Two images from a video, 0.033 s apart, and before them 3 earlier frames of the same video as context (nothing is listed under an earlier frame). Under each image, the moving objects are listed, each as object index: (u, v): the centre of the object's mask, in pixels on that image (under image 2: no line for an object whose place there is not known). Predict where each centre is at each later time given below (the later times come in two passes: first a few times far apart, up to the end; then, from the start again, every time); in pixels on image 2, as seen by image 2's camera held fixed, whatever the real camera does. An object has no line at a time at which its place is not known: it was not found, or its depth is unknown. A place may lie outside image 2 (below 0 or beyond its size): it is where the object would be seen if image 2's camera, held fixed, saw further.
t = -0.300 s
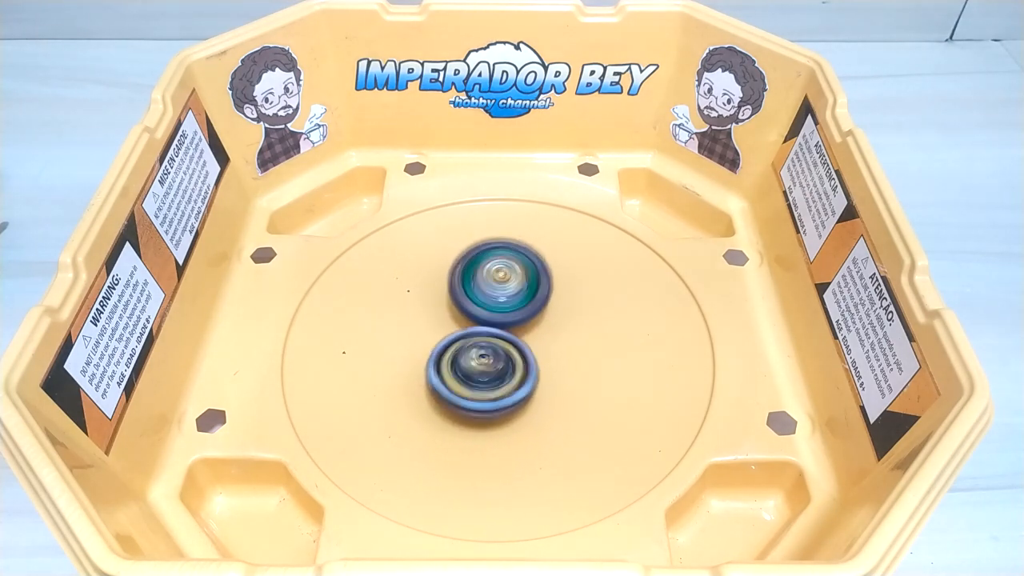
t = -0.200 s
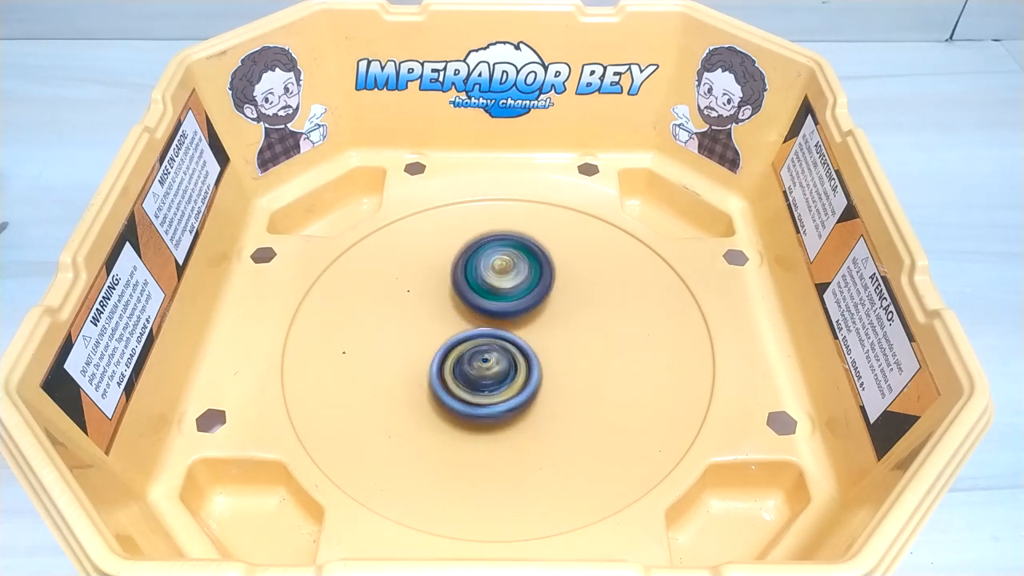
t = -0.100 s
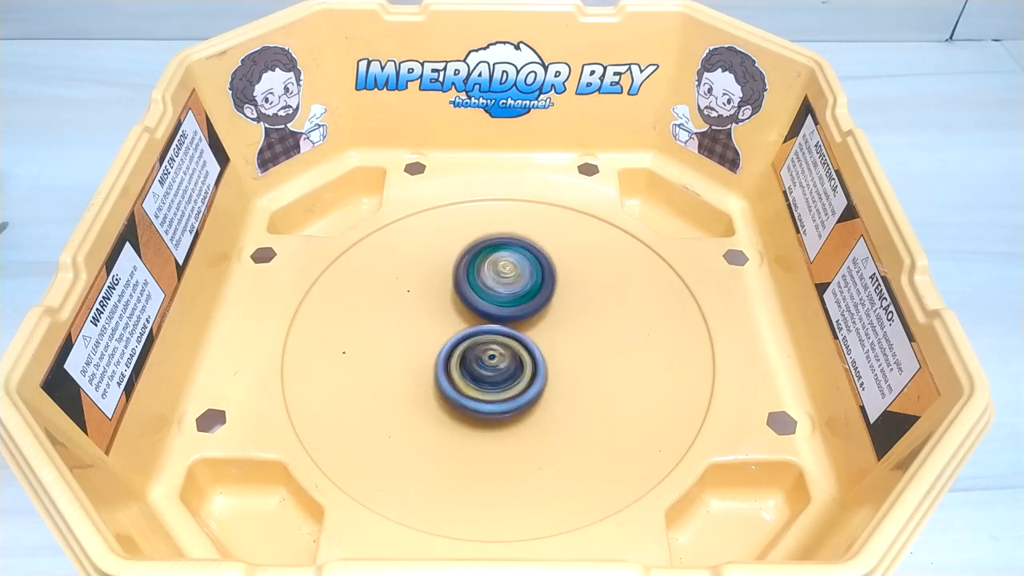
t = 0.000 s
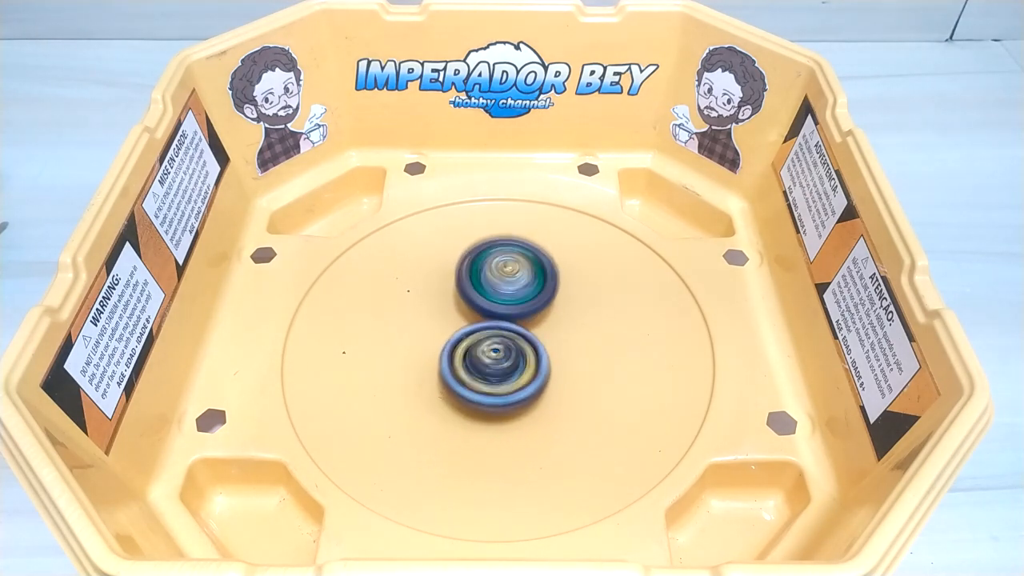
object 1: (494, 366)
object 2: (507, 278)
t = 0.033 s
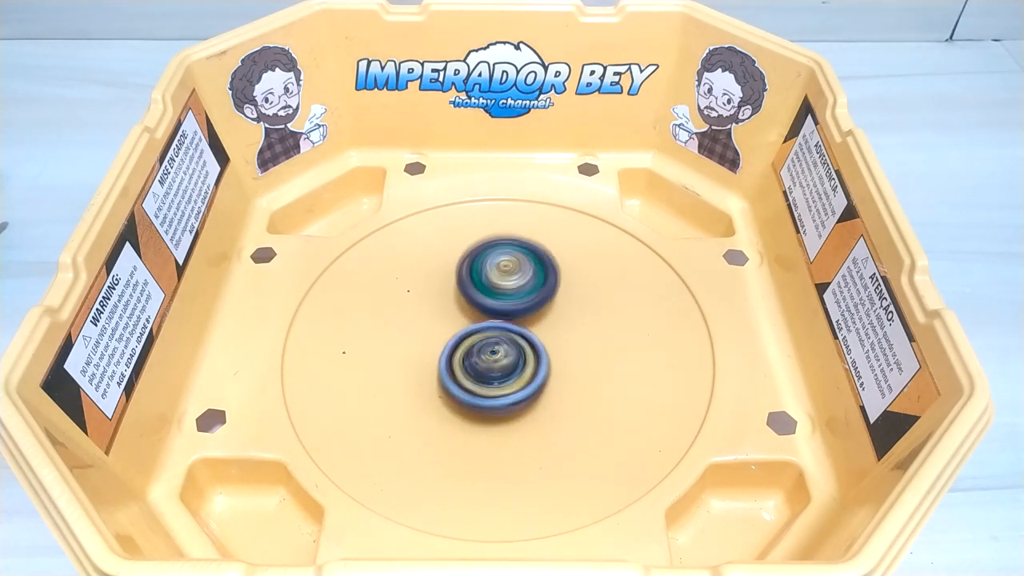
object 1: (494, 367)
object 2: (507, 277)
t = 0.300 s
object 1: (493, 369)
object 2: (511, 275)
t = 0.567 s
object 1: (496, 370)
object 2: (517, 281)
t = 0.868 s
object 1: (491, 369)
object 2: (518, 282)
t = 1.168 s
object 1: (479, 367)
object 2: (524, 286)
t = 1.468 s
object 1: (456, 372)
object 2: (526, 289)
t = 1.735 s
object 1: (458, 360)
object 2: (534, 287)
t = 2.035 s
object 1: (454, 358)
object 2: (536, 291)
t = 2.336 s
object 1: (449, 366)
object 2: (545, 295)
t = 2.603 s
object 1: (464, 356)
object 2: (546, 297)
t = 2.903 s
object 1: (425, 370)
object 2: (552, 295)
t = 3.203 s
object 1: (434, 361)
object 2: (540, 312)
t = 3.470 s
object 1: (447, 348)
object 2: (547, 307)
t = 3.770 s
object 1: (387, 355)
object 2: (564, 291)
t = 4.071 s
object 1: (396, 345)
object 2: (509, 308)
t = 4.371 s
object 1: (429, 366)
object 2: (512, 307)
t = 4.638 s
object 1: (451, 392)
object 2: (514, 309)
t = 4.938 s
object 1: (468, 406)
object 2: (527, 315)
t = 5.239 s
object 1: (487, 394)
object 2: (552, 303)
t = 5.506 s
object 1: (491, 377)
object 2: (552, 295)
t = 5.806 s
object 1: (477, 378)
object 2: (531, 293)
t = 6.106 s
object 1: (448, 382)
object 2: (527, 292)
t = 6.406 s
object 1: (469, 377)
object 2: (528, 295)
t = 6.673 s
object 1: (503, 383)
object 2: (535, 293)
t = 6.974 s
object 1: (496, 390)
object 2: (525, 301)
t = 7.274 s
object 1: (488, 382)
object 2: (509, 291)
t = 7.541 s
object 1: (506, 397)
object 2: (487, 289)
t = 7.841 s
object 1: (523, 402)
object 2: (470, 298)
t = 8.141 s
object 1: (523, 381)
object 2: (480, 303)
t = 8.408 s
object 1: (503, 392)
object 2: (484, 301)
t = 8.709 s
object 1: (502, 392)
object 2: (482, 305)
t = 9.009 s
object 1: (502, 391)
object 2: (474, 307)
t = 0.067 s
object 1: (494, 368)
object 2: (508, 274)
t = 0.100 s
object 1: (493, 368)
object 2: (507, 273)
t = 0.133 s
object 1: (494, 369)
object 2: (508, 275)
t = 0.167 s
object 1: (494, 368)
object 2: (508, 277)
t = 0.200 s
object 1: (494, 368)
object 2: (510, 278)
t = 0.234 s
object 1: (494, 366)
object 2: (510, 278)
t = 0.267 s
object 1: (493, 367)
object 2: (511, 277)
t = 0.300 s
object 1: (493, 369)
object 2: (511, 275)
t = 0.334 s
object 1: (492, 371)
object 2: (510, 275)
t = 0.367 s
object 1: (493, 373)
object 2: (510, 276)
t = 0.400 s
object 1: (493, 373)
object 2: (511, 277)
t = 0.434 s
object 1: (494, 373)
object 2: (513, 279)
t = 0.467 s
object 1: (495, 372)
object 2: (514, 280)
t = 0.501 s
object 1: (496, 372)
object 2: (515, 281)
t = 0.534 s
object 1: (496, 370)
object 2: (516, 282)
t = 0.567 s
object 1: (496, 370)
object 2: (517, 281)
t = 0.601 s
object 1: (495, 372)
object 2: (518, 277)
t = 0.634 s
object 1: (494, 373)
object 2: (517, 275)
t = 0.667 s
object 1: (495, 373)
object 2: (516, 276)
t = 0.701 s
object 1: (494, 372)
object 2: (516, 278)
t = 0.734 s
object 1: (495, 372)
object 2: (516, 280)
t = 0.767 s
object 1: (494, 370)
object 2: (517, 282)
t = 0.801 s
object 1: (494, 370)
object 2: (518, 282)
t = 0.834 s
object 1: (492, 369)
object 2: (519, 282)
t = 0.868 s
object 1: (491, 369)
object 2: (518, 282)
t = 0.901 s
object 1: (489, 370)
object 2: (519, 282)
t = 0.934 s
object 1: (487, 371)
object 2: (519, 281)
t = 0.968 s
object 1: (485, 371)
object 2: (520, 282)
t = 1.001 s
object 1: (484, 372)
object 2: (520, 283)
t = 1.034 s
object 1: (483, 371)
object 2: (521, 283)
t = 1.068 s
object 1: (481, 371)
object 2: (522, 285)
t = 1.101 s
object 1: (481, 370)
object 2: (522, 286)
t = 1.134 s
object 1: (480, 368)
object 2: (523, 286)
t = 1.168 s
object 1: (479, 367)
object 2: (524, 286)
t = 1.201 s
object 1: (476, 365)
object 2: (523, 286)
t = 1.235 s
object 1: (474, 366)
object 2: (524, 285)
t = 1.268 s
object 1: (468, 369)
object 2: (524, 283)
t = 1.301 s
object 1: (464, 370)
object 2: (523, 283)
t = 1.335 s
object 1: (462, 372)
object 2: (523, 284)
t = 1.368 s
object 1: (459, 373)
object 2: (524, 286)
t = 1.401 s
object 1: (457, 373)
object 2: (525, 287)
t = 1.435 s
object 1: (456, 373)
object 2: (525, 288)
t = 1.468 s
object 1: (456, 372)
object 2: (526, 289)
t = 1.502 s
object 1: (456, 371)
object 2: (527, 290)
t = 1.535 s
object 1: (456, 370)
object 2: (527, 291)
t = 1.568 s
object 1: (457, 367)
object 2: (528, 292)
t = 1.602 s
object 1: (459, 365)
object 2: (529, 293)
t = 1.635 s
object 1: (460, 362)
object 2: (529, 294)
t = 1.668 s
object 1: (459, 361)
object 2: (532, 291)
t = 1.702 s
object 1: (458, 361)
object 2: (535, 288)
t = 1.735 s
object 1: (458, 360)
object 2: (534, 287)
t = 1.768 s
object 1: (458, 359)
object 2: (533, 289)
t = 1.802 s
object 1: (459, 357)
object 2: (534, 290)
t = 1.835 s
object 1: (459, 356)
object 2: (534, 291)
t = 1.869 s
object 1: (457, 357)
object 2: (538, 288)
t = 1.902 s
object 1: (454, 358)
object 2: (540, 287)
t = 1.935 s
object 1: (453, 358)
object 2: (539, 286)
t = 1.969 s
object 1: (453, 358)
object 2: (538, 288)
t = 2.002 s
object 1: (453, 358)
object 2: (536, 289)
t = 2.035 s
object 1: (454, 358)
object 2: (536, 291)
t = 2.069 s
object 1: (455, 357)
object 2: (536, 292)
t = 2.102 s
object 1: (456, 357)
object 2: (537, 293)
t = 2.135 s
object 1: (453, 359)
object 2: (541, 291)
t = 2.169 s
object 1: (449, 362)
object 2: (545, 289)
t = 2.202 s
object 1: (448, 363)
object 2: (545, 288)
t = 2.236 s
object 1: (447, 364)
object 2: (544, 290)
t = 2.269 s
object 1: (447, 366)
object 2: (544, 292)
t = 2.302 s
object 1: (448, 366)
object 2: (544, 294)
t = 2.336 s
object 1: (449, 366)
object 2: (545, 295)
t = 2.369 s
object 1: (451, 365)
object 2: (544, 297)
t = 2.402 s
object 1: (454, 364)
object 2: (544, 299)
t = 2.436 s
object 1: (457, 363)
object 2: (544, 300)
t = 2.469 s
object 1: (461, 361)
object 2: (544, 302)
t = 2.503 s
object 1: (463, 360)
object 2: (545, 301)
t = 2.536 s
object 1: (465, 358)
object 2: (545, 300)
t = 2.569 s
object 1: (464, 357)
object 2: (546, 298)
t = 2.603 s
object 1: (464, 356)
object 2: (546, 297)
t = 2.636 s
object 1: (461, 356)
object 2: (546, 297)
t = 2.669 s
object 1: (453, 360)
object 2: (554, 291)
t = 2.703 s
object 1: (447, 363)
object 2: (557, 288)
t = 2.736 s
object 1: (444, 364)
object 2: (558, 287)
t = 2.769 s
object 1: (439, 367)
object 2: (558, 287)
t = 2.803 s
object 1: (434, 368)
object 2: (557, 289)
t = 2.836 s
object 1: (431, 369)
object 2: (556, 290)
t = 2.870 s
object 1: (427, 370)
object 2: (554, 292)
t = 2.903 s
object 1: (425, 370)
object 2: (552, 295)
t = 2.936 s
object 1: (424, 370)
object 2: (551, 297)
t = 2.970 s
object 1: (424, 371)
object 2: (551, 300)
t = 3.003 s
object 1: (425, 370)
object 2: (550, 303)
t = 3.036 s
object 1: (427, 369)
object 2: (550, 305)
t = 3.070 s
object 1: (430, 367)
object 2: (548, 307)
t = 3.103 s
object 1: (434, 364)
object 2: (544, 310)
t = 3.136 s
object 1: (437, 363)
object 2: (540, 313)
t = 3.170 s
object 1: (438, 361)
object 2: (537, 314)
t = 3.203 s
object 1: (434, 361)
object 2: (540, 312)
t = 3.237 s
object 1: (436, 359)
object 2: (543, 311)
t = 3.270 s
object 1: (439, 357)
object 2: (542, 311)
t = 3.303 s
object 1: (442, 354)
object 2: (543, 312)
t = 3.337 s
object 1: (447, 354)
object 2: (543, 312)
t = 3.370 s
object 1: (447, 351)
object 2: (545, 311)
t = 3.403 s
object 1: (446, 350)
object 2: (547, 309)
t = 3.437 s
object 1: (446, 350)
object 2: (548, 308)
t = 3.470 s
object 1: (447, 348)
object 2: (547, 307)
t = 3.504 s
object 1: (430, 352)
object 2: (557, 303)
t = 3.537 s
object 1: (420, 355)
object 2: (564, 300)
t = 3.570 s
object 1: (408, 358)
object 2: (572, 294)
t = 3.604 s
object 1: (403, 358)
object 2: (574, 291)
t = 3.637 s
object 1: (400, 359)
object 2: (574, 289)
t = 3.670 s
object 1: (397, 360)
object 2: (572, 287)
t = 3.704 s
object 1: (393, 358)
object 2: (569, 288)
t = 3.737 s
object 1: (389, 357)
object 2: (567, 288)
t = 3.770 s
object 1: (387, 355)
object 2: (564, 291)
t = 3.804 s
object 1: (386, 352)
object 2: (560, 292)
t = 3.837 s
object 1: (388, 349)
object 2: (555, 295)
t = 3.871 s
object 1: (390, 348)
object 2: (551, 297)
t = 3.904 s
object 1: (392, 345)
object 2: (543, 299)
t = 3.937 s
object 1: (397, 343)
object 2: (531, 302)
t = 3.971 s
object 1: (400, 343)
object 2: (524, 305)
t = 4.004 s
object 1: (404, 343)
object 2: (511, 308)
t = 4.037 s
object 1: (400, 344)
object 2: (507, 310)
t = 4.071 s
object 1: (396, 345)
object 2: (509, 308)
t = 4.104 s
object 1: (395, 346)
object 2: (511, 308)
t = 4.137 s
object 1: (401, 349)
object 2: (511, 307)
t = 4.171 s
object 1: (405, 352)
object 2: (511, 306)
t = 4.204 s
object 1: (409, 355)
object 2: (510, 306)
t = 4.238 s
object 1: (413, 357)
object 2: (510, 306)
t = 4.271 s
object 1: (417, 358)
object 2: (510, 306)
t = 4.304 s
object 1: (421, 361)
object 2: (510, 306)
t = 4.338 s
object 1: (426, 364)
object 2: (511, 307)
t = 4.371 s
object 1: (429, 366)
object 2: (512, 307)
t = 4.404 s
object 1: (431, 369)
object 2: (512, 306)
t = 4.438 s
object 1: (434, 371)
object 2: (512, 306)
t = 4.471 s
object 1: (438, 376)
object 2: (513, 305)
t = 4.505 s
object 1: (442, 380)
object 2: (514, 304)
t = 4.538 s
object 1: (446, 383)
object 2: (514, 305)
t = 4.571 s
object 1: (448, 386)
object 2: (513, 305)
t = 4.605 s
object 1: (449, 389)
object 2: (513, 307)
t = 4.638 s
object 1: (451, 392)
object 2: (514, 309)
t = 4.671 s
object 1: (452, 395)
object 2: (516, 310)
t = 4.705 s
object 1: (454, 397)
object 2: (518, 311)
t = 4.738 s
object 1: (456, 402)
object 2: (521, 311)
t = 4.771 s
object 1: (458, 405)
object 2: (523, 311)
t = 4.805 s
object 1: (460, 407)
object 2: (524, 311)
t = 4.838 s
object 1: (462, 408)
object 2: (526, 311)
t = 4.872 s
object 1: (464, 408)
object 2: (526, 312)
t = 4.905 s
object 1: (467, 409)
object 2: (526, 313)
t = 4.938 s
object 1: (468, 406)
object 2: (527, 315)
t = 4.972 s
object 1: (473, 404)
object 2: (527, 316)
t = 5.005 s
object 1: (477, 402)
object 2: (528, 319)
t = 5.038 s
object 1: (480, 400)
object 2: (529, 321)
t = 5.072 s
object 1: (481, 399)
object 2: (531, 321)
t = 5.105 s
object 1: (483, 398)
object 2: (533, 320)
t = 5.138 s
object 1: (485, 396)
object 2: (536, 317)
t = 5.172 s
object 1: (485, 396)
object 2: (538, 314)
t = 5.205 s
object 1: (485, 395)
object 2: (546, 308)
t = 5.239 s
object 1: (487, 394)
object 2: (552, 303)
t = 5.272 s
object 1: (487, 393)
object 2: (555, 302)
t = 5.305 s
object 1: (487, 390)
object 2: (557, 299)
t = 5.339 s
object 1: (490, 387)
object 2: (556, 298)
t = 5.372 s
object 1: (491, 385)
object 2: (555, 298)
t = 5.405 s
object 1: (492, 381)
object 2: (553, 299)
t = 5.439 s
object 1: (494, 378)
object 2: (551, 299)
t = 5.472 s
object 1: (493, 378)
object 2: (551, 298)
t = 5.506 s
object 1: (491, 377)
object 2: (552, 295)
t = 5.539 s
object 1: (490, 375)
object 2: (549, 295)
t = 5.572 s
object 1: (489, 375)
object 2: (548, 296)
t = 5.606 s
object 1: (486, 374)
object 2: (544, 293)
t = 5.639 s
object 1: (486, 373)
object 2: (540, 293)
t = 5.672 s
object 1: (484, 375)
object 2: (538, 292)
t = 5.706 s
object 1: (479, 377)
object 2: (535, 287)
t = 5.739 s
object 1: (478, 377)
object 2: (533, 288)
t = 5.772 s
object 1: (478, 377)
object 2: (532, 289)
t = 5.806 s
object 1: (477, 378)
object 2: (531, 293)
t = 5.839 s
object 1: (473, 376)
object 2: (527, 295)
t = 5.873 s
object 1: (470, 376)
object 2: (526, 297)
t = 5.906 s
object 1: (463, 377)
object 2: (523, 292)
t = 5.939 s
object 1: (461, 376)
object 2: (519, 290)
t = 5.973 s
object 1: (461, 375)
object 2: (517, 290)
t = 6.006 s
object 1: (462, 375)
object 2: (517, 297)
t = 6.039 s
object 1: (457, 378)
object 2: (520, 298)
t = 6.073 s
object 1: (453, 381)
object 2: (524, 296)
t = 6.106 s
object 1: (448, 382)
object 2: (527, 292)
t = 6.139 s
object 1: (448, 380)
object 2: (526, 290)
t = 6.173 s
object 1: (450, 380)
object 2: (526, 289)
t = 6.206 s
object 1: (452, 381)
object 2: (524, 289)
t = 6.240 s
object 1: (452, 381)
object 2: (522, 290)
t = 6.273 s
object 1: (453, 380)
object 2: (521, 291)
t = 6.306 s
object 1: (455, 378)
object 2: (522, 291)
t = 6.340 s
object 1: (460, 377)
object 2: (523, 293)
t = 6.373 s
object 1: (464, 377)
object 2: (525, 294)
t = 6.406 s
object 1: (469, 377)
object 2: (528, 295)
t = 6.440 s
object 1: (475, 374)
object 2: (531, 295)
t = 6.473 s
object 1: (482, 373)
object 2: (532, 294)
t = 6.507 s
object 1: (485, 374)
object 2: (533, 294)
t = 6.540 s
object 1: (487, 375)
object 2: (536, 292)
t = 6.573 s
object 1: (493, 376)
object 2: (538, 292)
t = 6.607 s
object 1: (497, 378)
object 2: (539, 292)
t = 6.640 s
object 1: (501, 380)
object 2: (538, 292)
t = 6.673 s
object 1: (503, 383)
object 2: (535, 293)
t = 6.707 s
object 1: (503, 384)
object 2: (534, 293)
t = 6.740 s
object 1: (504, 385)
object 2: (531, 295)
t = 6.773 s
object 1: (507, 386)
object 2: (530, 298)
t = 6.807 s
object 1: (507, 389)
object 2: (530, 298)
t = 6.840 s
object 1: (503, 393)
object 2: (531, 297)
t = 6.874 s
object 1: (500, 391)
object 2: (530, 299)
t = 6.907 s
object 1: (498, 390)
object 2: (530, 300)
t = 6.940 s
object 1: (499, 389)
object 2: (527, 303)
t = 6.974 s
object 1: (496, 390)
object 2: (525, 301)
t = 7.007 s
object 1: (494, 390)
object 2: (523, 300)
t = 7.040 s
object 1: (489, 387)
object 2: (521, 299)
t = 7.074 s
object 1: (488, 383)
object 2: (520, 298)
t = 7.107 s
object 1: (487, 383)
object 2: (520, 297)
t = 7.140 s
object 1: (486, 382)
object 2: (518, 294)
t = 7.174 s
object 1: (485, 379)
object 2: (513, 293)
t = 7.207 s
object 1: (486, 380)
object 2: (511, 291)
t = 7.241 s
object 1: (487, 380)
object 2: (509, 291)
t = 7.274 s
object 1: (488, 382)
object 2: (509, 291)
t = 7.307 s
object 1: (489, 381)
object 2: (508, 291)
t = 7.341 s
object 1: (490, 381)
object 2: (508, 291)
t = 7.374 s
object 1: (489, 388)
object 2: (507, 287)
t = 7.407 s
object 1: (490, 392)
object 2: (505, 284)
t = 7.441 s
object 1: (493, 394)
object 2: (500, 281)
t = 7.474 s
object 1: (497, 396)
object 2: (493, 283)
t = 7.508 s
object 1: (503, 397)
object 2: (489, 285)
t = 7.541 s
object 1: (506, 397)
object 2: (487, 289)
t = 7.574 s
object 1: (509, 397)
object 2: (488, 291)
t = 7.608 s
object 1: (509, 398)
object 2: (488, 293)
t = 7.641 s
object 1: (510, 397)
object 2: (486, 295)
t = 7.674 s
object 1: (512, 394)
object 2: (484, 300)
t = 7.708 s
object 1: (514, 394)
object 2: (483, 302)
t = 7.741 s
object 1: (520, 399)
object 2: (481, 305)
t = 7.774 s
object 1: (524, 403)
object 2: (477, 301)
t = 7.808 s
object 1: (524, 404)
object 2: (473, 299)
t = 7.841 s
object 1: (523, 402)
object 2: (470, 298)
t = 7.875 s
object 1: (518, 397)
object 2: (471, 301)
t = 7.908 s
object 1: (519, 392)
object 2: (474, 302)
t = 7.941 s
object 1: (523, 387)
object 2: (478, 303)
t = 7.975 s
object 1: (524, 386)
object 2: (480, 302)
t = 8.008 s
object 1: (525, 386)
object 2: (479, 303)
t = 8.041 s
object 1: (526, 385)
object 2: (478, 305)
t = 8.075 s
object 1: (525, 383)
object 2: (479, 304)
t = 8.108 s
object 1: (523, 382)
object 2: (479, 303)
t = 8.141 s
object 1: (523, 381)
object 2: (480, 303)
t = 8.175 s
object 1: (525, 385)
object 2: (477, 301)
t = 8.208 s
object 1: (524, 389)
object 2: (476, 300)
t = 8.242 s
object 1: (521, 392)
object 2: (475, 299)
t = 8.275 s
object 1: (517, 394)
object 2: (477, 300)
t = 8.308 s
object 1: (514, 394)
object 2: (478, 300)
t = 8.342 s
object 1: (508, 394)
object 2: (480, 301)
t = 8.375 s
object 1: (504, 393)
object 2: (483, 301)
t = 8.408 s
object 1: (503, 392)
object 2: (484, 301)
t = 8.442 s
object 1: (502, 391)
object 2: (484, 301)
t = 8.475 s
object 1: (502, 392)
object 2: (483, 302)
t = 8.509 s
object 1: (502, 392)
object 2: (483, 302)
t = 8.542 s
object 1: (502, 392)
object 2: (484, 303)
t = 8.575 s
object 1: (502, 392)
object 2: (485, 304)
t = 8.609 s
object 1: (502, 392)
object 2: (485, 305)
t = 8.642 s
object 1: (502, 392)
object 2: (484, 305)
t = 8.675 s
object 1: (502, 392)
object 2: (483, 305)
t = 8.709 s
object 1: (502, 392)
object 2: (482, 305)
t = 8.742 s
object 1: (502, 392)
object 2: (481, 305)
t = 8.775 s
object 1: (502, 391)
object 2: (479, 306)
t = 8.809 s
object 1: (502, 391)
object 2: (478, 306)
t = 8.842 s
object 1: (502, 391)
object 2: (477, 306)
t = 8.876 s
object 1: (502, 391)
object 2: (475, 306)
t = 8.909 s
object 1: (502, 391)
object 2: (474, 307)
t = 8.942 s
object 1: (502, 391)
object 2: (474, 307)
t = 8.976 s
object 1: (502, 391)
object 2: (474, 307)
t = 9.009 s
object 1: (502, 391)
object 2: (474, 307)
